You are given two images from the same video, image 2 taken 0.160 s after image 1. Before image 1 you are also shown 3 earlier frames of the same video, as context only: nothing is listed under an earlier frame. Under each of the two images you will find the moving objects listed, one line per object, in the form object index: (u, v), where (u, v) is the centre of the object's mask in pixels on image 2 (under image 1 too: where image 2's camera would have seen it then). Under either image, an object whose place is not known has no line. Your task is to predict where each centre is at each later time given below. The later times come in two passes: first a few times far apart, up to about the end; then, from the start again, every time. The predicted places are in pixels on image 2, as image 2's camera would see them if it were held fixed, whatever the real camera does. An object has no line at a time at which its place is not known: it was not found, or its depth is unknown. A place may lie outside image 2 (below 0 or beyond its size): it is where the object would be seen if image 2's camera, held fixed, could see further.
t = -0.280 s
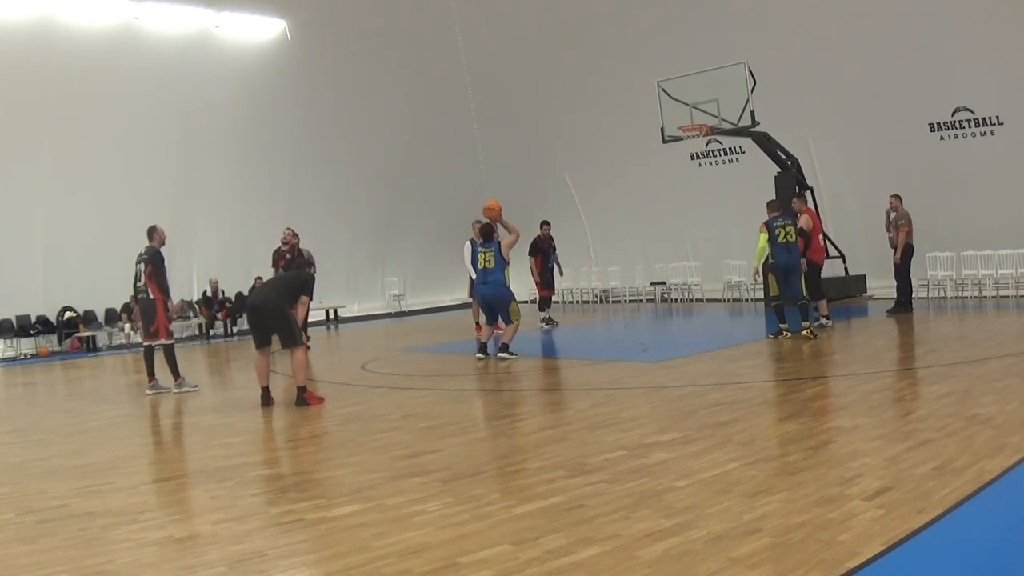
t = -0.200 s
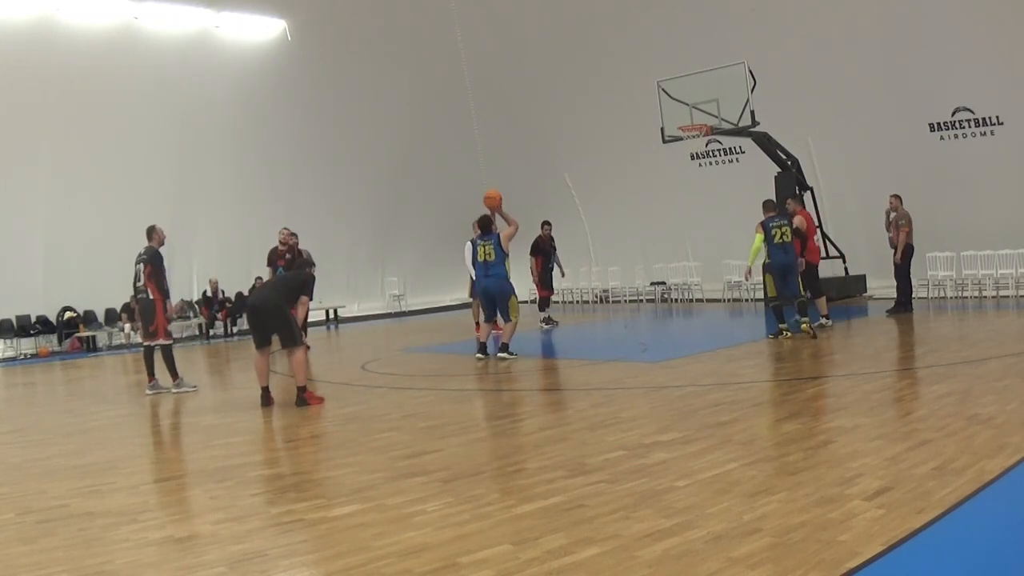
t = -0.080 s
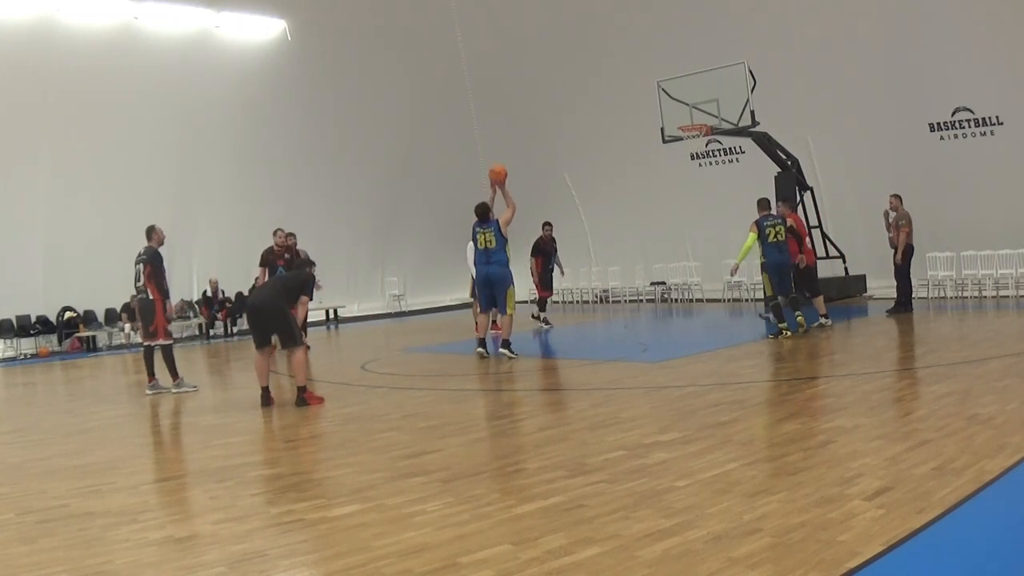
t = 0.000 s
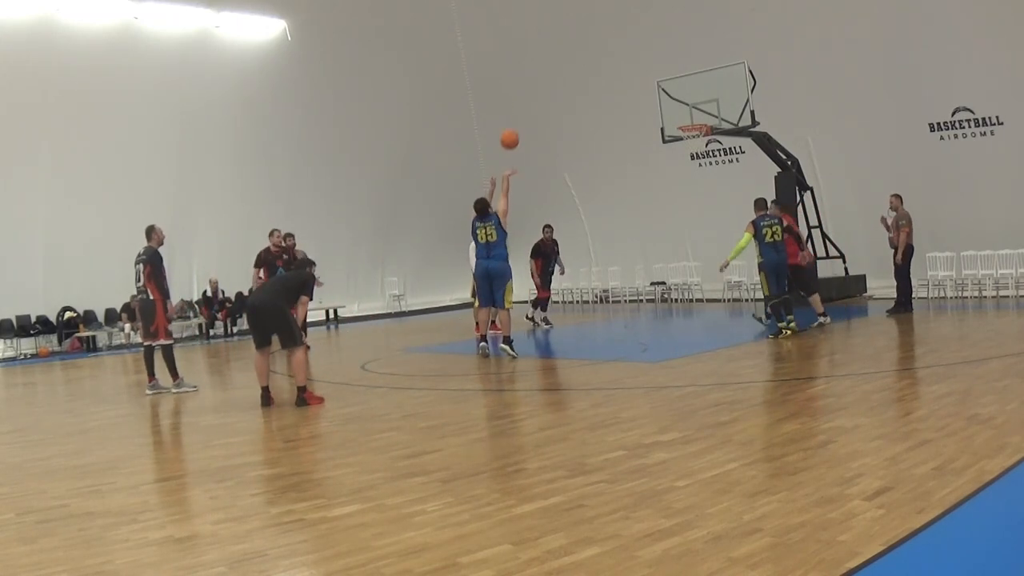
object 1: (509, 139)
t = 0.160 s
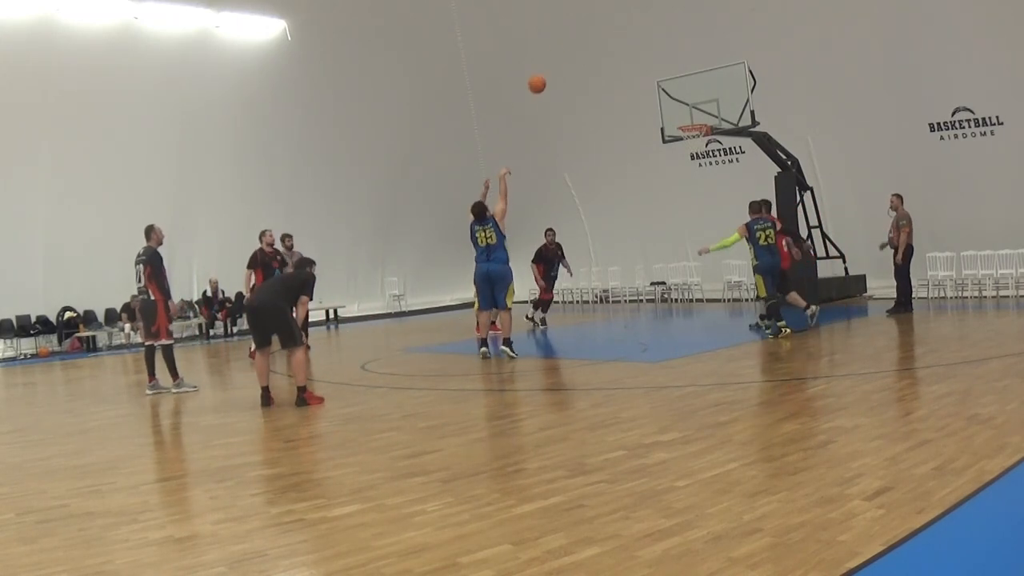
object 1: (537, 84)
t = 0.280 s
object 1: (557, 57)
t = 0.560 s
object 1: (603, 35)
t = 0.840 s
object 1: (649, 65)
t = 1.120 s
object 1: (683, 125)
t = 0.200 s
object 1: (543, 74)
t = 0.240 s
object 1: (550, 65)
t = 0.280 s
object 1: (557, 57)
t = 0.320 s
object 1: (564, 50)
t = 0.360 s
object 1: (570, 45)
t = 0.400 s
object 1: (577, 41)
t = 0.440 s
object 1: (583, 37)
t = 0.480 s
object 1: (590, 36)
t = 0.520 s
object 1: (597, 35)
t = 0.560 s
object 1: (603, 35)
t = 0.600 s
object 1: (610, 36)
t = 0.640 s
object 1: (616, 39)
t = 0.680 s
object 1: (623, 42)
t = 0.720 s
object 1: (629, 46)
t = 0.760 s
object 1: (636, 51)
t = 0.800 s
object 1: (643, 58)
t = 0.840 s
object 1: (649, 65)
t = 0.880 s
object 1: (656, 73)
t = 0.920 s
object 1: (662, 82)
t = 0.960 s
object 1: (669, 92)
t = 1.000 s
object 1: (675, 103)
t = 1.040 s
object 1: (682, 114)
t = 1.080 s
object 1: (685, 123)
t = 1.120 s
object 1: (683, 125)
